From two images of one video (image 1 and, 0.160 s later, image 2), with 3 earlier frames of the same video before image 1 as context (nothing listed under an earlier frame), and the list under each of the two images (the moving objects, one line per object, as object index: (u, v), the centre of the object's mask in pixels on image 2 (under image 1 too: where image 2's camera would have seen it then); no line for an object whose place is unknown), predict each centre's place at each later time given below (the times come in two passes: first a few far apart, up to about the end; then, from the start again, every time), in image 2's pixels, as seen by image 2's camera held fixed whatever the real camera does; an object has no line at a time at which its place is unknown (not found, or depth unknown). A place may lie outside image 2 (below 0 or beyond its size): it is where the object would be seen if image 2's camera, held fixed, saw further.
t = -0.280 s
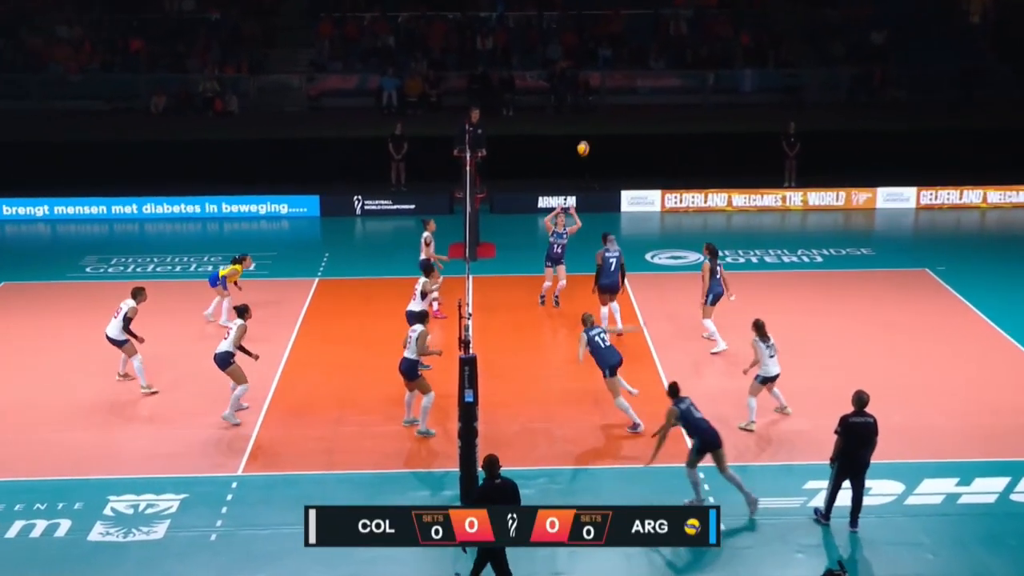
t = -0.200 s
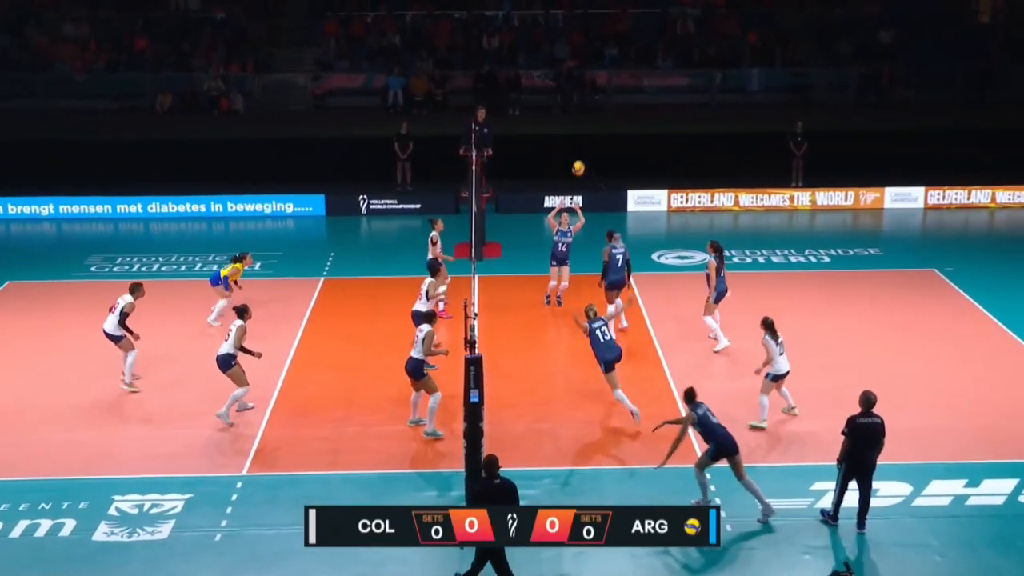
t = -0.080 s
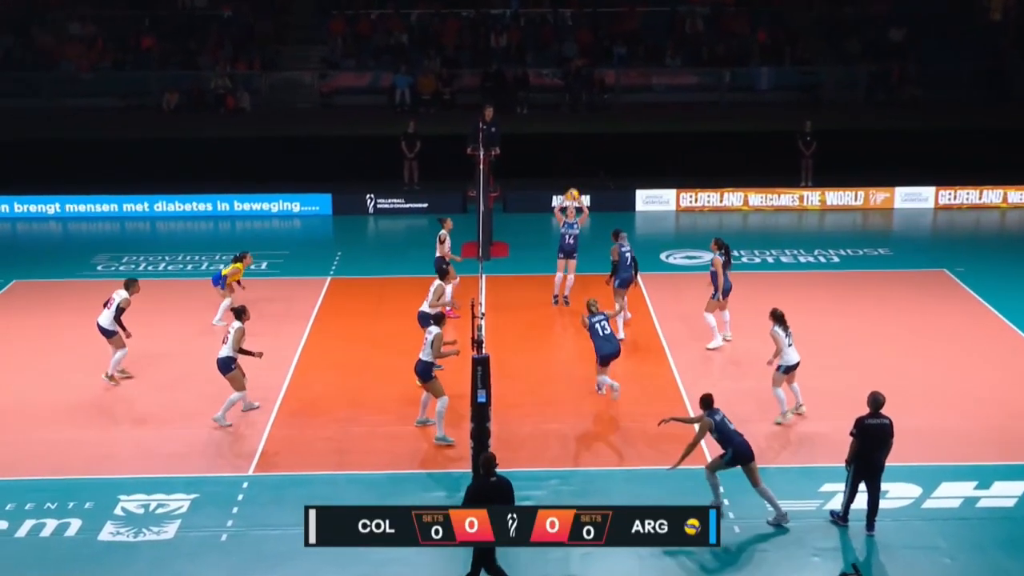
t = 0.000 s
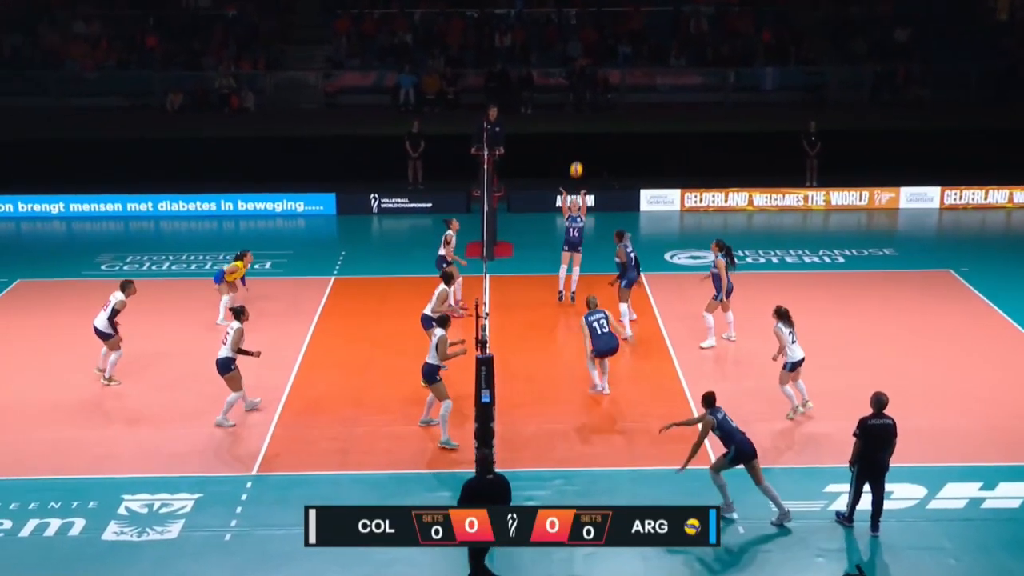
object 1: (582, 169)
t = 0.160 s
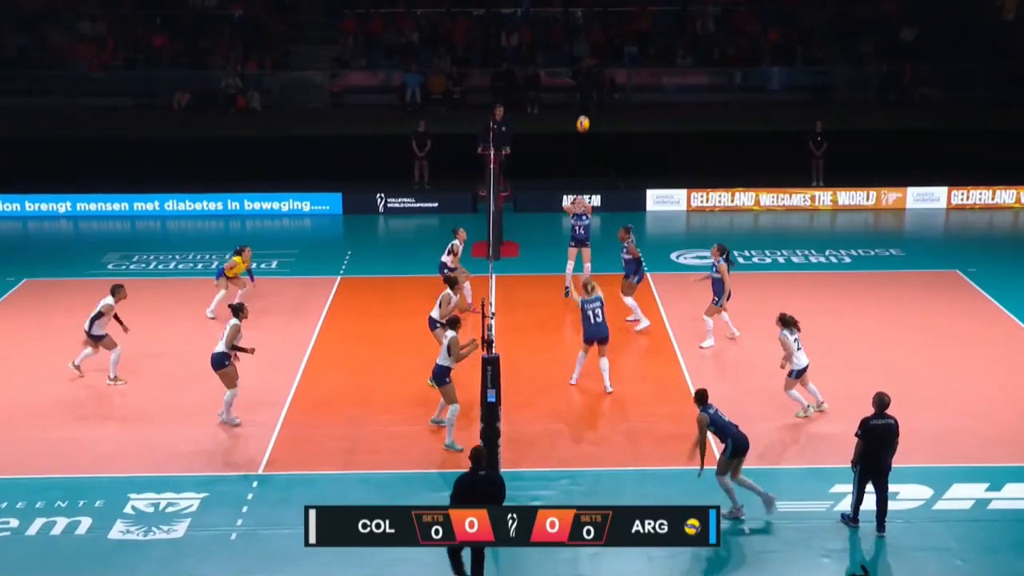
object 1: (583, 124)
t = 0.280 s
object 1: (583, 97)
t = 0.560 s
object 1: (580, 64)
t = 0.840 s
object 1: (576, 83)
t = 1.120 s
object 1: (569, 159)
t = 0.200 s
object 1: (583, 114)
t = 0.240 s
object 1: (583, 105)
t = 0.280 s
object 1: (583, 97)
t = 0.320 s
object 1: (582, 89)
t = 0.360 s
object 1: (582, 83)
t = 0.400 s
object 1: (582, 77)
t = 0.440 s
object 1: (581, 72)
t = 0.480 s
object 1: (581, 69)
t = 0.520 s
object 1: (581, 66)
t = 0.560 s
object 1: (580, 64)
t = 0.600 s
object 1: (579, 64)
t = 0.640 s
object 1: (579, 64)
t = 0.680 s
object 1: (578, 65)
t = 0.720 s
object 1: (577, 68)
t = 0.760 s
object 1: (577, 72)
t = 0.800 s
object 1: (576, 77)
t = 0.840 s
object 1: (576, 83)
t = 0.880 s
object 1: (575, 90)
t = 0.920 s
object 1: (574, 98)
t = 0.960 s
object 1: (573, 108)
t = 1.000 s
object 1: (572, 119)
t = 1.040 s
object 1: (571, 131)
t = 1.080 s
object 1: (570, 144)
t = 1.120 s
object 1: (569, 159)
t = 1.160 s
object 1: (568, 175)
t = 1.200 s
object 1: (566, 190)
